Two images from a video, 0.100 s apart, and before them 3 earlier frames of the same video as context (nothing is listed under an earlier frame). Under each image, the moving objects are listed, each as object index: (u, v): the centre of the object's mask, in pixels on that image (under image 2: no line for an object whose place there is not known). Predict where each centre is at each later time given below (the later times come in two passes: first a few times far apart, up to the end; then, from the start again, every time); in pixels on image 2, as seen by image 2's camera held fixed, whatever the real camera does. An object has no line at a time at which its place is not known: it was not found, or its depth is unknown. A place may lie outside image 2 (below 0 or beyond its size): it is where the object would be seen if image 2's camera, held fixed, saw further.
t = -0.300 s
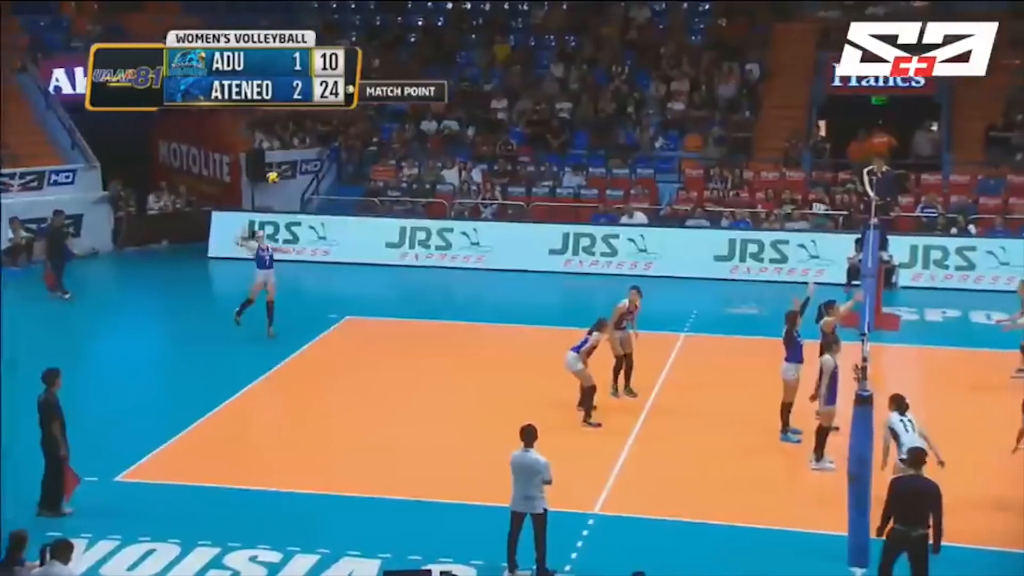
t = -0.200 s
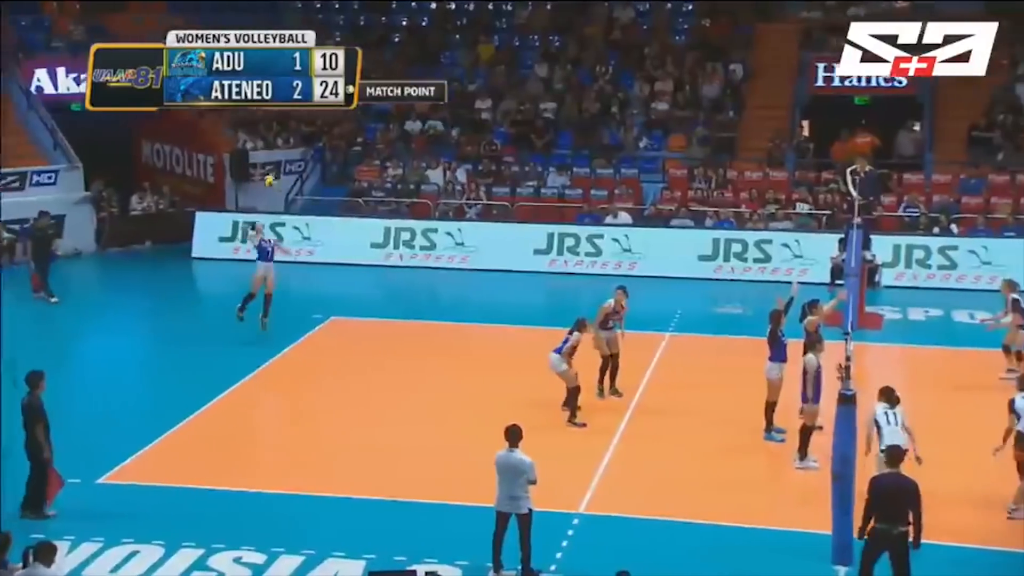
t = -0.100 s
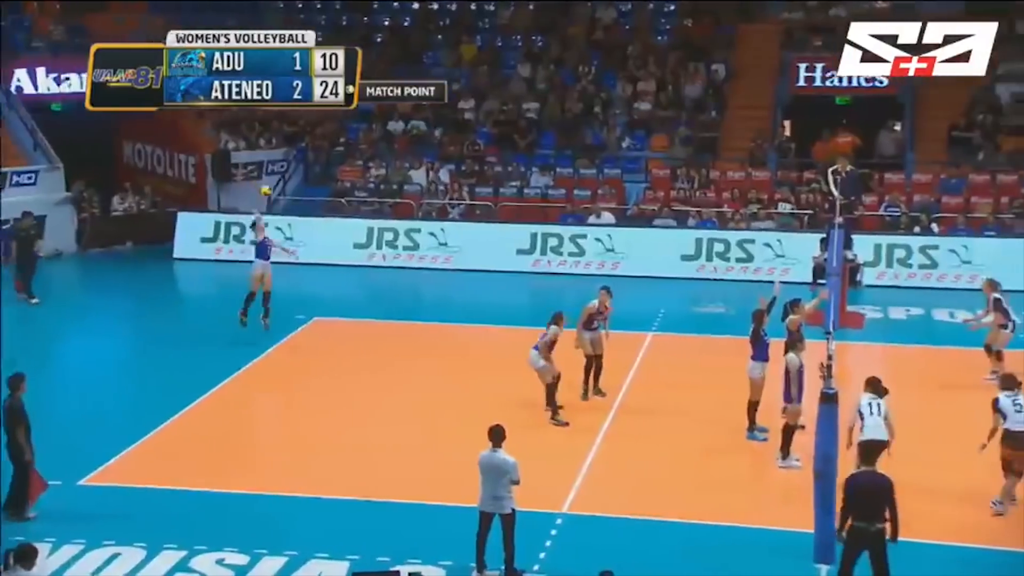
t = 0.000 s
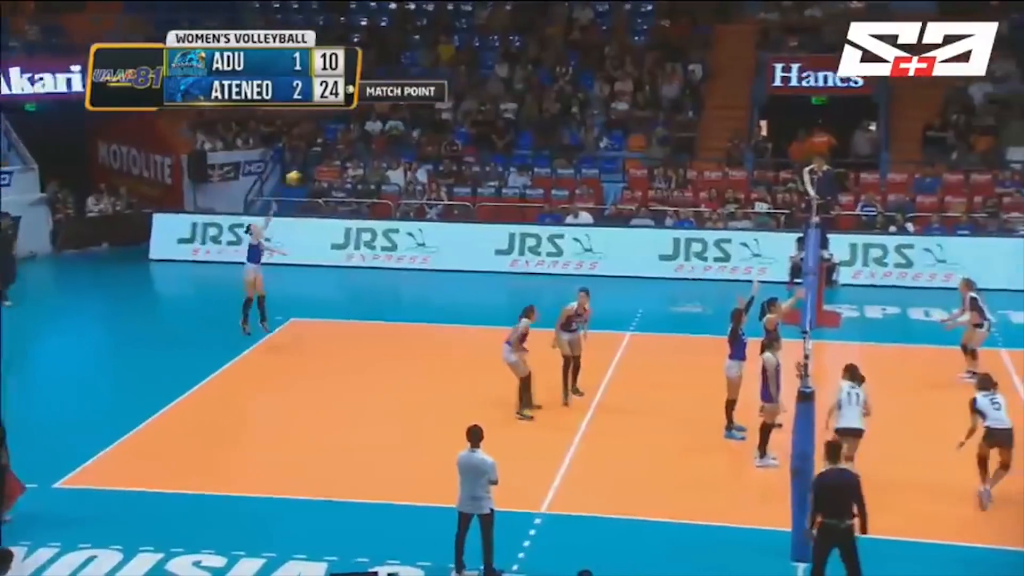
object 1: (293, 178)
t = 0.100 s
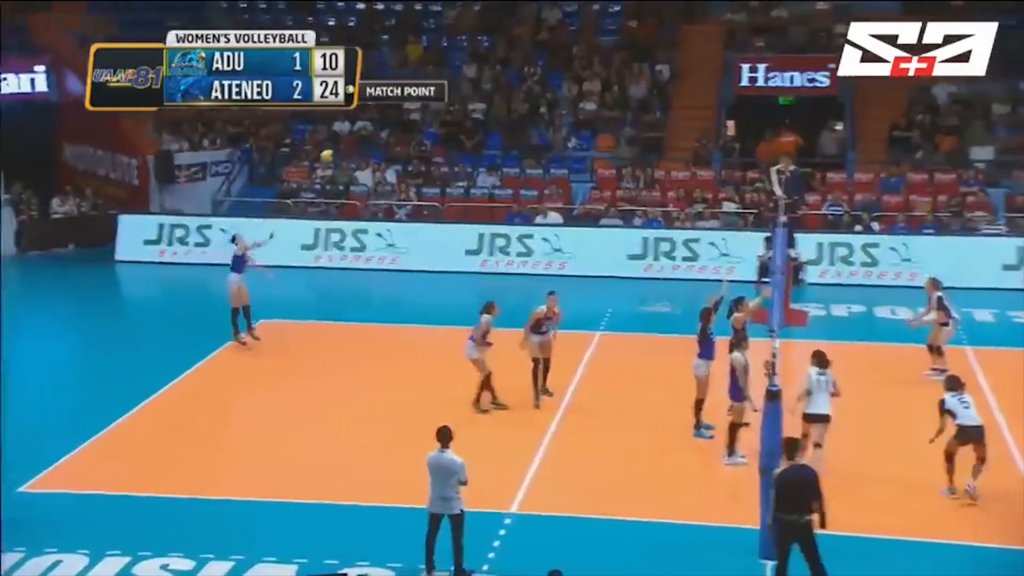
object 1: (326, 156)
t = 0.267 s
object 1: (435, 135)
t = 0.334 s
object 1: (479, 131)
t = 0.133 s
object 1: (349, 150)
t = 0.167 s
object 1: (370, 146)
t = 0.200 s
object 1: (391, 141)
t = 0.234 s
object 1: (413, 138)
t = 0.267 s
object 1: (435, 135)
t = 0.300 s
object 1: (457, 132)
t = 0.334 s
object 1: (479, 131)
